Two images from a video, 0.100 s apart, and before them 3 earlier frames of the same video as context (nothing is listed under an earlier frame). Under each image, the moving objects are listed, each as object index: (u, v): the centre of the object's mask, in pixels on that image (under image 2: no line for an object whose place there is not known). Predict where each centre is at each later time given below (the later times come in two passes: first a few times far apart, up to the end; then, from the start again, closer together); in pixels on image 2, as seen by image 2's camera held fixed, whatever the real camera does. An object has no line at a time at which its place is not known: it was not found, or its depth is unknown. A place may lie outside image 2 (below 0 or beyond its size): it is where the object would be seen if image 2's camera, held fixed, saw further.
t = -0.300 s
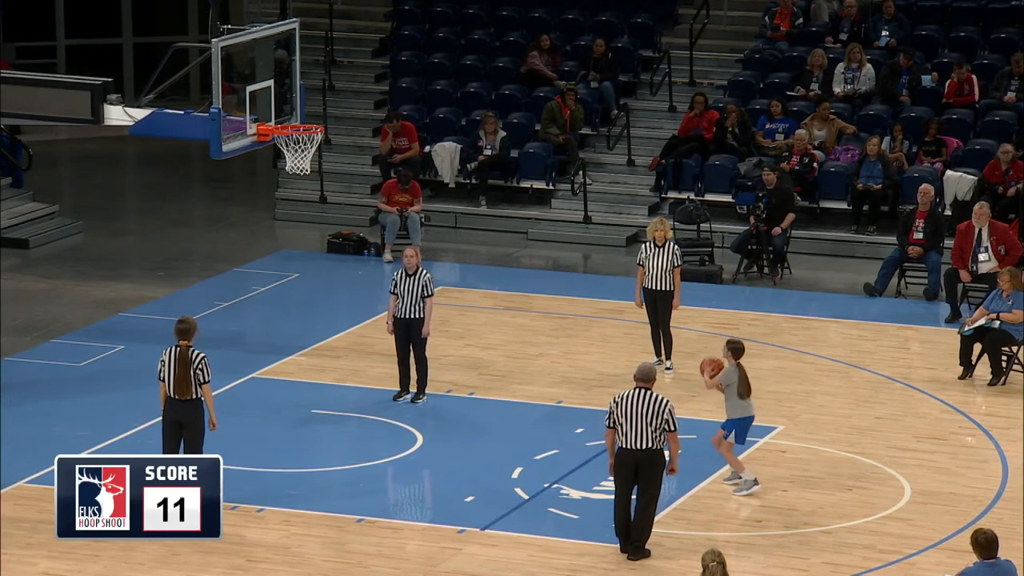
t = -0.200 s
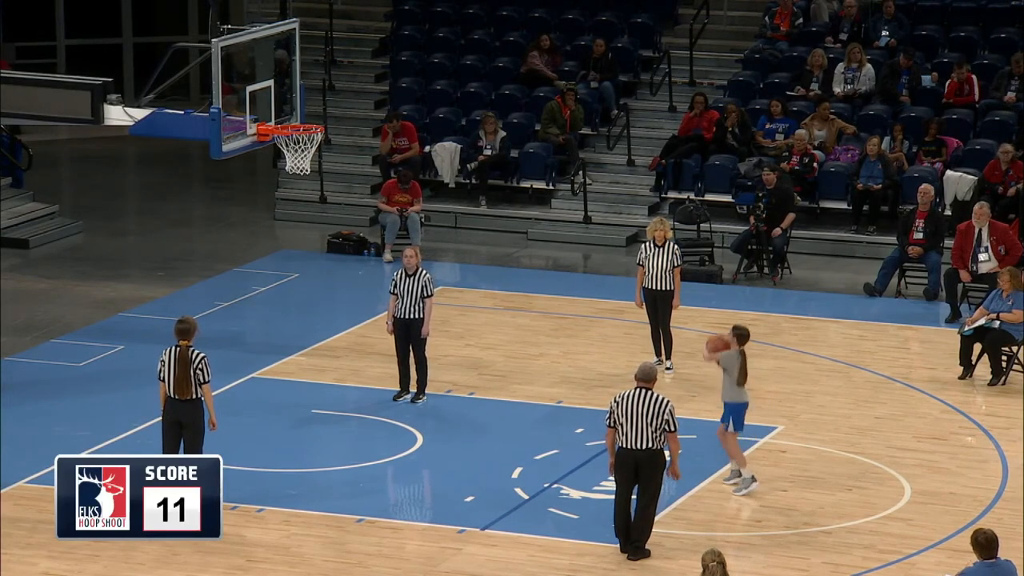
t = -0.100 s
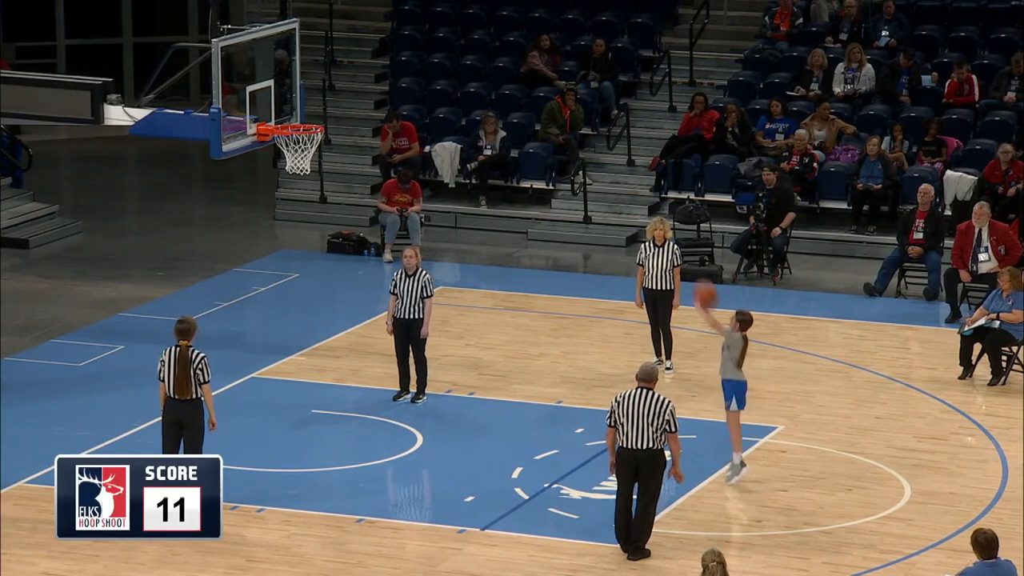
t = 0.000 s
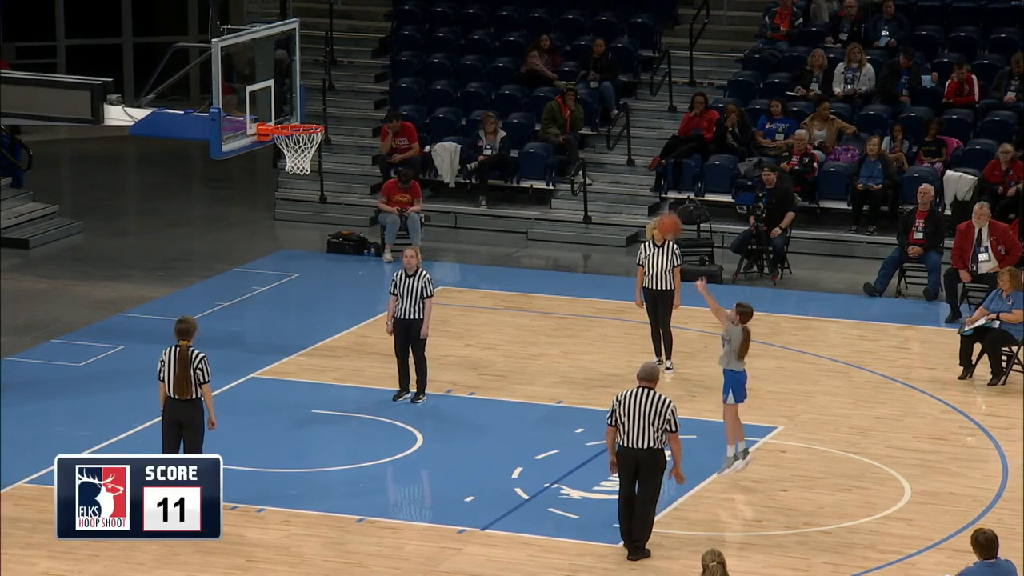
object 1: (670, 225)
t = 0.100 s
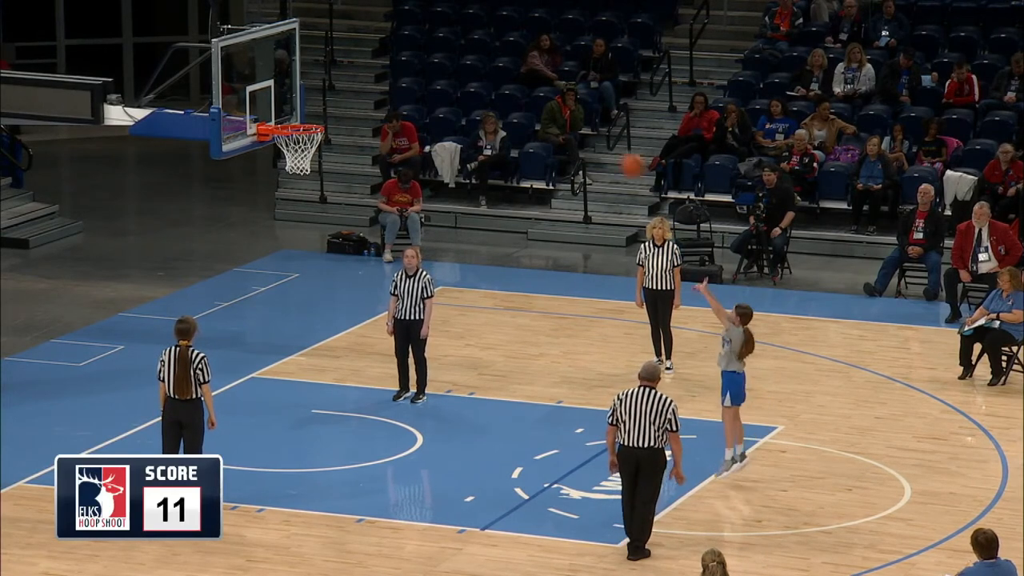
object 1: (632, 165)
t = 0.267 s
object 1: (572, 90)
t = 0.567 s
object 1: (465, 26)
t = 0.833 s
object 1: (374, 48)
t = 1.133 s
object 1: (277, 148)
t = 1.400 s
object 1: (269, 181)
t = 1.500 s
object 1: (266, 212)
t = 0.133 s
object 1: (619, 147)
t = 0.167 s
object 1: (607, 131)
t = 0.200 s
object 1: (595, 116)
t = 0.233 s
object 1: (584, 103)
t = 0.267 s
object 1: (572, 90)
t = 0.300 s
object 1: (559, 78)
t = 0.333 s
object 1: (547, 67)
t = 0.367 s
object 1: (535, 58)
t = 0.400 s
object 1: (524, 50)
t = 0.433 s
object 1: (512, 43)
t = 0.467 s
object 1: (500, 37)
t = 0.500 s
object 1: (488, 32)
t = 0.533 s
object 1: (477, 29)
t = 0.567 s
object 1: (465, 26)
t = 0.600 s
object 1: (454, 25)
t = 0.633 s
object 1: (442, 25)
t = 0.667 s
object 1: (430, 26)
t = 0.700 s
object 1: (419, 28)
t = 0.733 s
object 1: (408, 32)
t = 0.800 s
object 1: (385, 42)
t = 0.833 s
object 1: (374, 48)
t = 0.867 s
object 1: (363, 57)
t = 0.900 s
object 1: (352, 66)
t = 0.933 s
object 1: (341, 76)
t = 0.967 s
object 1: (330, 88)
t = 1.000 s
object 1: (319, 100)
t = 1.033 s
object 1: (309, 112)
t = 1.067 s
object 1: (298, 123)
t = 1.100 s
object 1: (286, 146)
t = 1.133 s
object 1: (277, 148)
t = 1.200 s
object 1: (277, 153)
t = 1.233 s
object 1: (276, 153)
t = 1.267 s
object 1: (276, 156)
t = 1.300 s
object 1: (274, 161)
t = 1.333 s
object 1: (272, 166)
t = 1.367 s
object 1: (271, 174)
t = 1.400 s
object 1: (269, 181)
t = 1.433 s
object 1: (268, 191)
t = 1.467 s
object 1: (267, 201)
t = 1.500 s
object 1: (266, 212)
